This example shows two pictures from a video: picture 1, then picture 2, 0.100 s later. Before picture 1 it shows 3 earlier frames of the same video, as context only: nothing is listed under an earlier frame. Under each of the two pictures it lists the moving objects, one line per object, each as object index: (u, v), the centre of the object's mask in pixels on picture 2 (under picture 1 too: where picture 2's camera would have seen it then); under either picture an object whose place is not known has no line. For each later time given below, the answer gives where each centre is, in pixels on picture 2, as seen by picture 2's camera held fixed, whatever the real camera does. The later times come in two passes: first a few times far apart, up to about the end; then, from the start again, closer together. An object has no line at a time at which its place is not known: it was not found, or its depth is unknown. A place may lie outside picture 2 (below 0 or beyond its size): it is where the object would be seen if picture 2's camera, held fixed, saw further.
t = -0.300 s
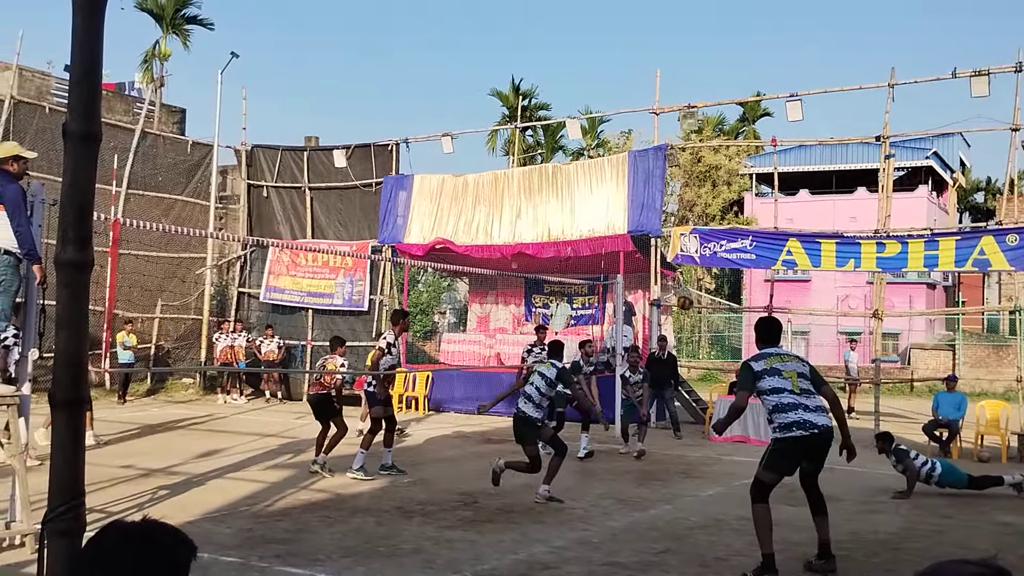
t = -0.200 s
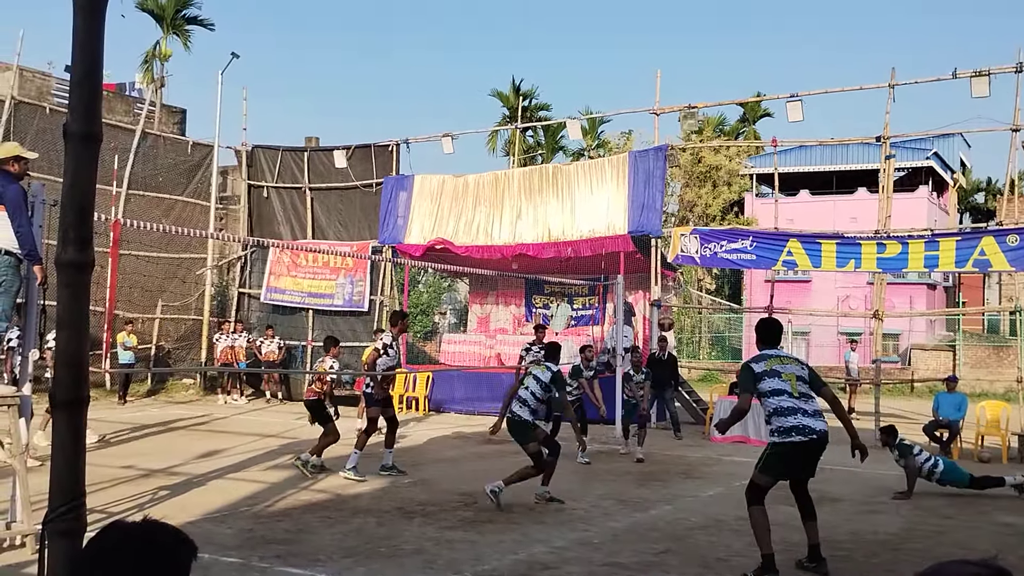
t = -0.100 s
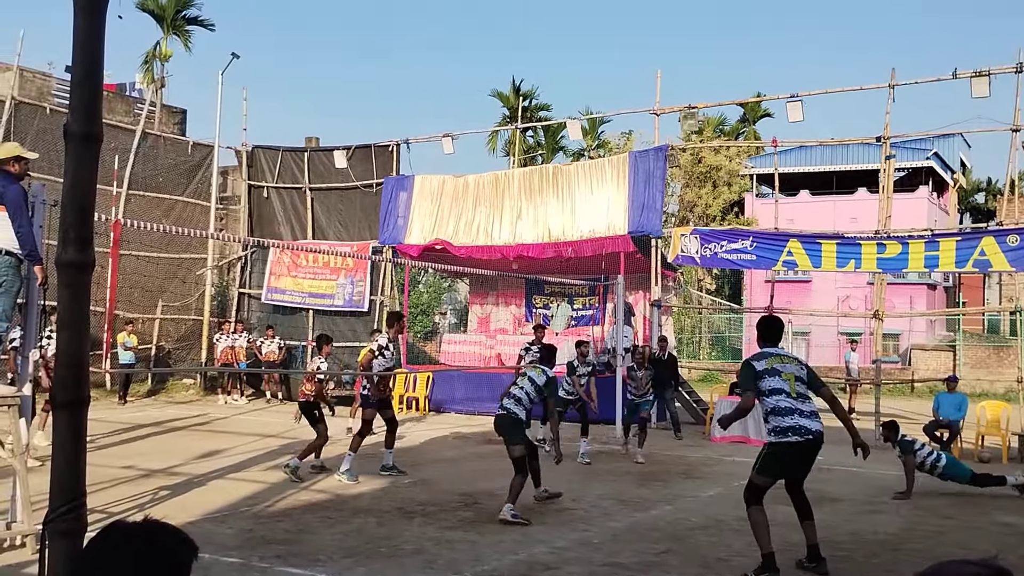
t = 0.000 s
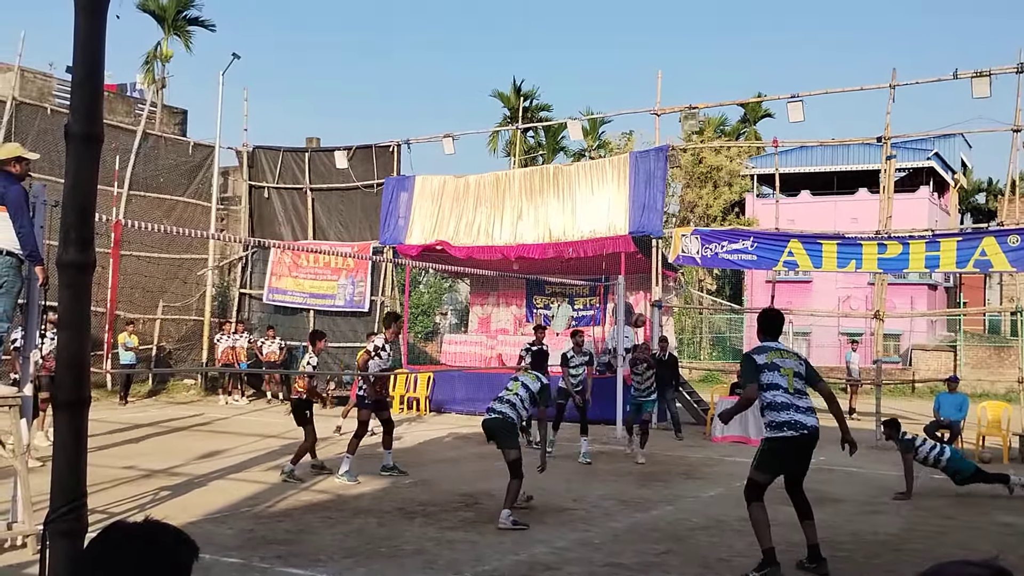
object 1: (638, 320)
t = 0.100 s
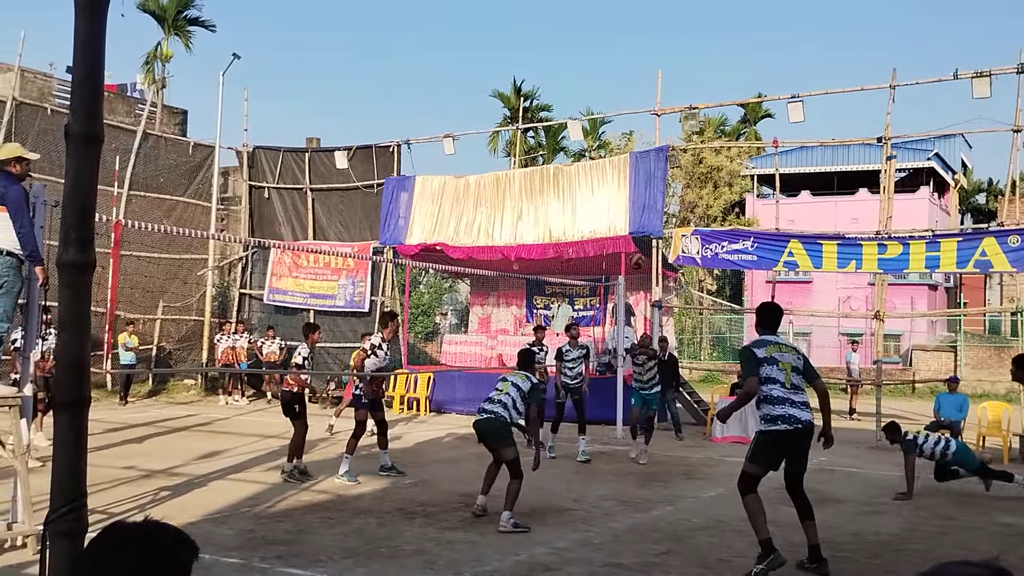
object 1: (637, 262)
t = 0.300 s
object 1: (632, 164)
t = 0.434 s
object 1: (629, 115)
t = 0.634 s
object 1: (625, 65)
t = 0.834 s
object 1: (619, 46)
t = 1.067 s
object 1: (612, 65)
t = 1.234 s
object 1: (606, 106)
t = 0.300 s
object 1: (632, 164)
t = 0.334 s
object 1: (631, 150)
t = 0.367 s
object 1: (631, 138)
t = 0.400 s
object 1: (630, 126)
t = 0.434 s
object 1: (629, 115)
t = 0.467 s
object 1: (629, 105)
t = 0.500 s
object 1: (628, 95)
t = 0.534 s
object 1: (627, 86)
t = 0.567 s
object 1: (627, 78)
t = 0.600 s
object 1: (626, 71)
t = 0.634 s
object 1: (625, 65)
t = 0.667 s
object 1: (624, 60)
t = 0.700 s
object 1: (623, 56)
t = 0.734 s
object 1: (622, 52)
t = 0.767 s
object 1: (621, 49)
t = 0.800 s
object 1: (620, 47)
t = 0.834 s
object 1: (619, 46)
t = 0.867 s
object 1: (619, 46)
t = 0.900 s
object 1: (617, 47)
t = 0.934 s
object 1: (616, 48)
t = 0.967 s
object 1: (616, 51)
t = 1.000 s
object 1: (614, 54)
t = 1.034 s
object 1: (613, 59)
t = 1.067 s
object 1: (612, 65)
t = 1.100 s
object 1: (611, 71)
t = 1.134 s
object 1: (610, 78)
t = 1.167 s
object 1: (608, 86)
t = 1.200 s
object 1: (607, 96)
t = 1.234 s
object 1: (606, 106)
